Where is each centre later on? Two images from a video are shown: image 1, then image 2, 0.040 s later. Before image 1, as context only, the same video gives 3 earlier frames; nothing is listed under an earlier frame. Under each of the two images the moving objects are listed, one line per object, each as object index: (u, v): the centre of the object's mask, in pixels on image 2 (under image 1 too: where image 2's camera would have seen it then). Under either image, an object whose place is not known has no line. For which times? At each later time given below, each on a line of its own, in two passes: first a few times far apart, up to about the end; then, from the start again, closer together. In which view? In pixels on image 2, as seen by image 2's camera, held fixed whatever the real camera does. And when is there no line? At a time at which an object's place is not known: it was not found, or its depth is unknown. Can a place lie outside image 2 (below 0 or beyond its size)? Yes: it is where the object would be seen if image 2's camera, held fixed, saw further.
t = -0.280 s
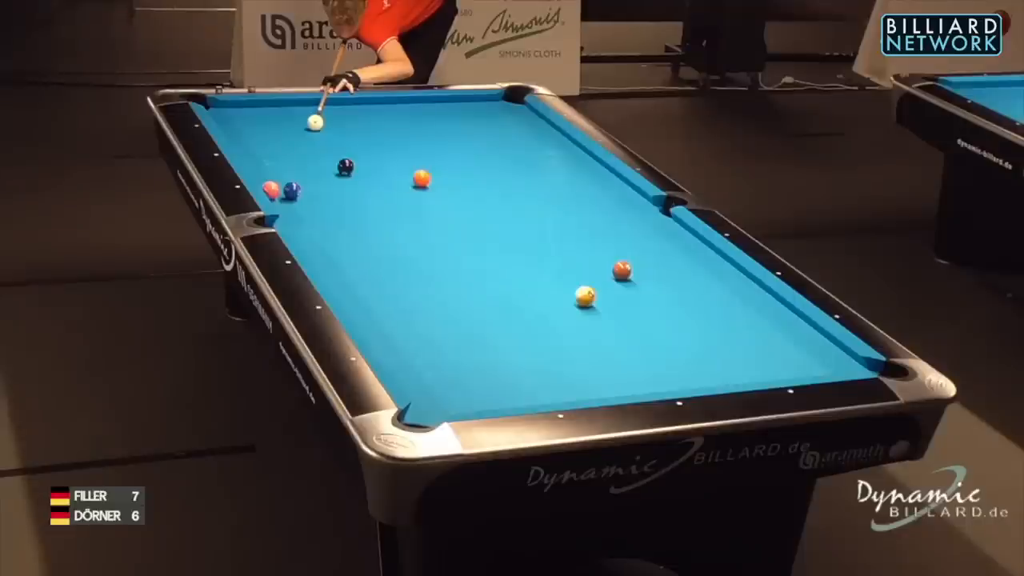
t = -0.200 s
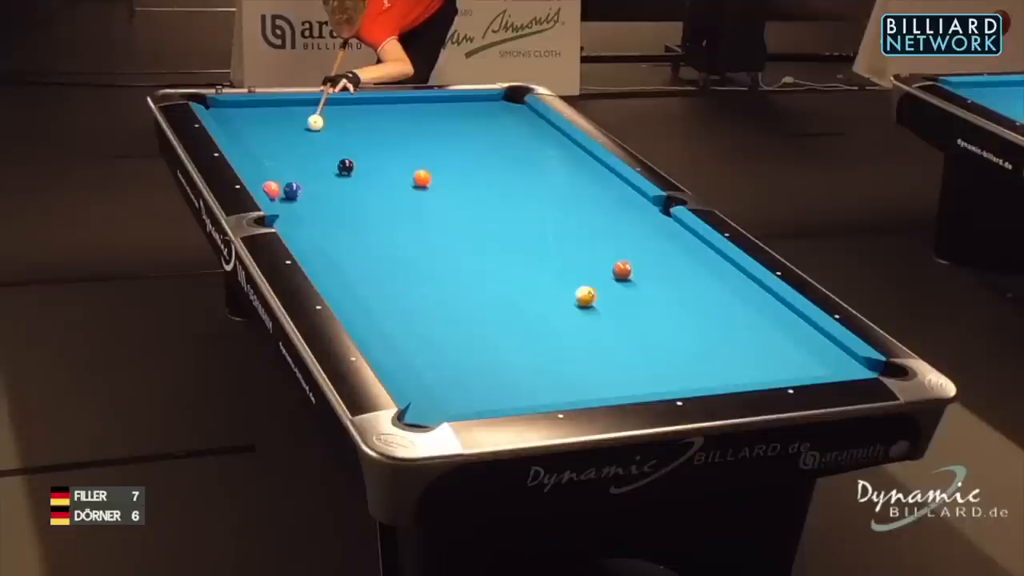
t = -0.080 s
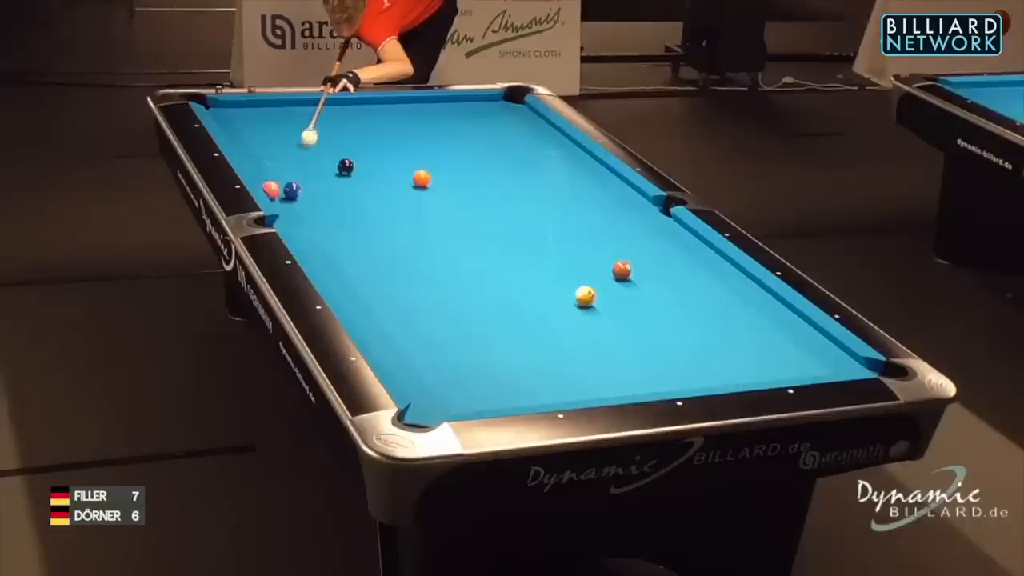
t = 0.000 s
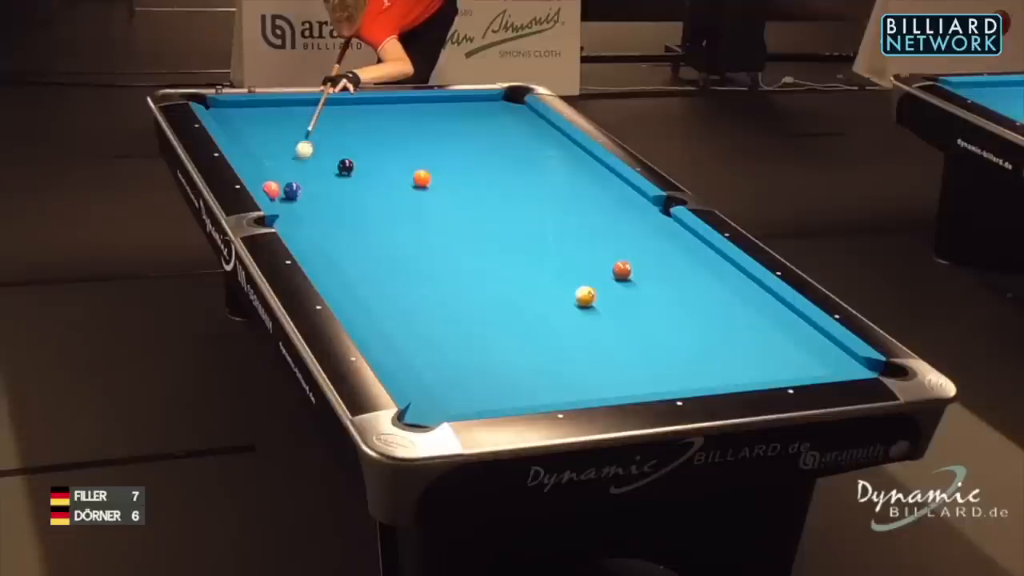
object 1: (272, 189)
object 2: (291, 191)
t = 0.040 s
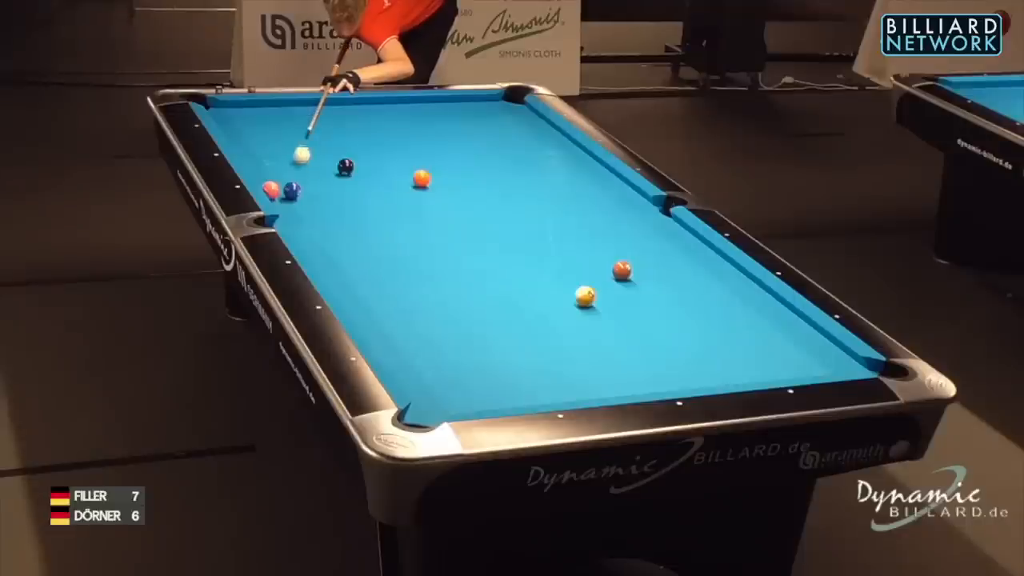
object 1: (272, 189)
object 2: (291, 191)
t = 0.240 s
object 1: (272, 189)
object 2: (291, 192)
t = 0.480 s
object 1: (278, 192)
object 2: (308, 221)
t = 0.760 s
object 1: (291, 195)
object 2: (326, 253)
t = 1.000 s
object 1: (300, 196)
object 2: (342, 281)
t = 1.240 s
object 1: (309, 198)
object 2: (359, 310)
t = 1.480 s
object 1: (316, 200)
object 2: (379, 340)
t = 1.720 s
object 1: (322, 201)
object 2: (405, 373)
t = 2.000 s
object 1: (328, 202)
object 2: (436, 410)
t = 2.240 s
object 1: (330, 203)
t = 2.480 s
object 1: (332, 204)
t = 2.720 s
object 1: (332, 204)
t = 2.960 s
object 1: (333, 204)
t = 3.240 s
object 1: (333, 204)
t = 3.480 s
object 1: (333, 204)
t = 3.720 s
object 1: (333, 204)
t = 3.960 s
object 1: (333, 204)
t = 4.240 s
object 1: (333, 204)
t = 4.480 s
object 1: (333, 204)
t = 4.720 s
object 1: (333, 204)
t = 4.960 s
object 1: (333, 204)
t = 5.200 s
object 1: (333, 204)
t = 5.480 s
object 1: (333, 204)
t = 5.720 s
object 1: (333, 204)
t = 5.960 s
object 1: (333, 204)
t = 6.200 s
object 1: (333, 204)
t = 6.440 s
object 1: (333, 204)
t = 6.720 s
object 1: (333, 204)
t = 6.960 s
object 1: (332, 204)
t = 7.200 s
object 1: (332, 204)
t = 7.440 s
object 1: (332, 204)
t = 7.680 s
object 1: (332, 204)
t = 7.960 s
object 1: (332, 204)
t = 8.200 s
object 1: (332, 204)
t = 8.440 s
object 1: (332, 204)
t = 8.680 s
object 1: (332, 204)
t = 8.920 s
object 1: (332, 204)
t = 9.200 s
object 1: (332, 204)
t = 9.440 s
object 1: (332, 204)
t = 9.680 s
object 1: (332, 204)
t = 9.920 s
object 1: (332, 204)
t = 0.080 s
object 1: (272, 189)
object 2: (291, 191)
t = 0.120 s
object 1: (272, 189)
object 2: (291, 191)
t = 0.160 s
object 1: (272, 189)
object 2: (291, 191)
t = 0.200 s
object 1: (272, 189)
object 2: (291, 191)
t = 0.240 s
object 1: (272, 189)
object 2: (291, 192)
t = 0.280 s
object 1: (271, 189)
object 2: (295, 197)
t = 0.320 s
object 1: (271, 190)
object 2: (298, 202)
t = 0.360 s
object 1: (272, 191)
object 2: (301, 208)
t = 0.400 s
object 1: (274, 191)
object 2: (303, 212)
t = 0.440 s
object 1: (276, 191)
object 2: (305, 217)
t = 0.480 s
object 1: (278, 192)
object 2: (308, 221)
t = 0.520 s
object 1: (279, 192)
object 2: (310, 226)
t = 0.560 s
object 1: (282, 193)
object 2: (313, 230)
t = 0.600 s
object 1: (284, 193)
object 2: (315, 234)
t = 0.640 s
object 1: (286, 194)
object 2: (318, 239)
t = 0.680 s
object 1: (287, 194)
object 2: (320, 243)
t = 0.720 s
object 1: (289, 194)
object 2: (323, 247)
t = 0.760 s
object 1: (291, 195)
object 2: (326, 253)
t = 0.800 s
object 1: (293, 195)
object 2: (328, 257)
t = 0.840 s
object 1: (294, 195)
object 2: (331, 261)
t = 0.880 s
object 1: (296, 196)
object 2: (333, 266)
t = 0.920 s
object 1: (297, 196)
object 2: (336, 271)
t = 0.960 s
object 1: (299, 196)
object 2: (339, 275)
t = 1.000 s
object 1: (300, 196)
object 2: (342, 281)
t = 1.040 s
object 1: (302, 197)
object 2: (345, 285)
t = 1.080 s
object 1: (303, 197)
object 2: (348, 290)
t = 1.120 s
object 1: (305, 198)
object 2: (350, 296)
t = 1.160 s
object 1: (306, 198)
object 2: (353, 300)
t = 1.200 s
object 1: (308, 198)
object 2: (356, 305)
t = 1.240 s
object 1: (309, 198)
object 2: (359, 310)
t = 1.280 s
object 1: (311, 199)
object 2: (362, 315)
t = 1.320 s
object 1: (312, 199)
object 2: (365, 320)
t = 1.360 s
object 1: (313, 199)
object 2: (369, 325)
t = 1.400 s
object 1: (314, 199)
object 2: (372, 330)
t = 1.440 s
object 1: (315, 200)
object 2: (376, 336)
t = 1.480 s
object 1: (316, 200)
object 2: (379, 340)
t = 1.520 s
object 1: (318, 200)
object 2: (384, 345)
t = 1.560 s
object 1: (318, 201)
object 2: (388, 351)
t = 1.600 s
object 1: (319, 201)
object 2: (392, 356)
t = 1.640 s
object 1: (320, 201)
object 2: (396, 362)
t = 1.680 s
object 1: (321, 201)
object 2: (401, 368)
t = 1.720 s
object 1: (322, 201)
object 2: (405, 373)
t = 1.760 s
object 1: (323, 202)
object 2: (409, 378)
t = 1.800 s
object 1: (324, 202)
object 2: (413, 384)
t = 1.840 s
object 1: (325, 202)
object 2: (418, 390)
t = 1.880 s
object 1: (326, 202)
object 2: (422, 395)
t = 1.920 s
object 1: (326, 202)
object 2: (427, 401)
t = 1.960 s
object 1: (327, 202)
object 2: (431, 406)
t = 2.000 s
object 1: (328, 202)
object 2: (436, 410)
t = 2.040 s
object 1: (328, 203)
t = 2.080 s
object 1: (329, 203)
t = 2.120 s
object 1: (329, 203)
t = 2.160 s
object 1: (330, 203)
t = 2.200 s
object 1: (330, 203)
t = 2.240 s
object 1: (330, 203)
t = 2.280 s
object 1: (331, 203)
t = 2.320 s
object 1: (331, 203)
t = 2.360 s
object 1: (331, 203)
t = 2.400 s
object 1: (331, 204)
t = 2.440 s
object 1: (332, 204)
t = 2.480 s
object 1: (332, 204)
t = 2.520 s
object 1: (332, 204)
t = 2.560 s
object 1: (332, 204)
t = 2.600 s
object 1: (332, 204)
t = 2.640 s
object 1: (332, 204)
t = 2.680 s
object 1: (332, 204)
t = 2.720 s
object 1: (332, 204)
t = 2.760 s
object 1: (332, 204)
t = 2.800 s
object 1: (332, 204)
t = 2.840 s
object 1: (332, 204)
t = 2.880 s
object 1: (333, 204)
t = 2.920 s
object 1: (333, 204)
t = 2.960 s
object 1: (333, 204)
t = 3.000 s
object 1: (333, 204)
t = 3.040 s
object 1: (333, 204)
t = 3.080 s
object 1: (333, 204)
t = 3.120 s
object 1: (333, 204)
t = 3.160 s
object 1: (333, 204)
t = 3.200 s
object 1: (333, 204)
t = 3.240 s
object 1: (333, 204)
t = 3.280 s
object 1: (333, 204)
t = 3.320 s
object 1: (333, 204)
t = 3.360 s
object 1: (333, 204)
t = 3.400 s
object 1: (333, 204)
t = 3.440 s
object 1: (333, 204)
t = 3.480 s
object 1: (333, 204)
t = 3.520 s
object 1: (333, 204)
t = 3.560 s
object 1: (333, 204)
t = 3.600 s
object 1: (333, 204)
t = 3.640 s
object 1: (333, 204)
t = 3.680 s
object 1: (333, 204)
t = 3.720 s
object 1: (333, 204)
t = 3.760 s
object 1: (333, 204)
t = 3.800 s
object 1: (333, 204)
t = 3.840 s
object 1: (333, 204)
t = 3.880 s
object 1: (333, 204)
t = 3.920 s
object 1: (333, 204)
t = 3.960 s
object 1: (333, 204)
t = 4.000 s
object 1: (333, 204)
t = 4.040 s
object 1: (333, 204)
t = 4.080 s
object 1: (333, 204)
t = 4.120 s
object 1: (333, 204)
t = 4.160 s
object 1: (333, 204)
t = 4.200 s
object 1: (333, 204)
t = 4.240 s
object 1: (333, 204)
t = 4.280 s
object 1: (333, 204)
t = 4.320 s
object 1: (333, 204)
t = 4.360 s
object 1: (333, 204)
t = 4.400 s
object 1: (333, 204)
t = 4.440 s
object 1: (333, 204)
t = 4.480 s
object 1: (333, 204)
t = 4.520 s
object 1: (333, 204)
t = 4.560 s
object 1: (333, 204)
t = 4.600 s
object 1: (333, 204)
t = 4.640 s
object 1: (333, 204)
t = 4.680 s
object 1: (333, 204)
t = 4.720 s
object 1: (333, 204)
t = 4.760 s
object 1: (333, 204)
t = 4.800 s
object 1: (333, 204)
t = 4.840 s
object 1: (333, 204)
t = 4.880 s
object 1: (333, 204)
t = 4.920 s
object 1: (333, 204)
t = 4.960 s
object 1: (333, 204)
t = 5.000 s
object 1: (333, 204)
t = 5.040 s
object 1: (333, 204)
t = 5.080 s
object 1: (333, 204)
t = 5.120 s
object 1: (333, 204)
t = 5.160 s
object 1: (333, 204)
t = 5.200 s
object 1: (333, 204)
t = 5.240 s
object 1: (333, 204)
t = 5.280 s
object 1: (333, 204)
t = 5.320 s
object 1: (333, 204)
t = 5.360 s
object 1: (333, 204)
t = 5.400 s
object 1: (333, 204)
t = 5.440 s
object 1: (333, 204)
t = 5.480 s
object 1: (333, 204)
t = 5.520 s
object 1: (333, 204)
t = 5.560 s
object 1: (333, 204)
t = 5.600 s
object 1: (333, 204)
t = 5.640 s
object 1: (333, 204)
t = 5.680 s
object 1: (333, 204)
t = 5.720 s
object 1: (333, 204)
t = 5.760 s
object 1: (333, 204)
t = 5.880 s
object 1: (333, 204)
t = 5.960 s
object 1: (333, 204)
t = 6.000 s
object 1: (333, 204)
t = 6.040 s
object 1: (333, 204)
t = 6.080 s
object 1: (333, 204)
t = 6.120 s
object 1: (333, 204)
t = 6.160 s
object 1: (333, 204)
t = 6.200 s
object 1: (333, 204)
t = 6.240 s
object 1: (333, 204)
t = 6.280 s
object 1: (333, 204)
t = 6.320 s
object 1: (333, 204)
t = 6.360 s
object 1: (333, 204)
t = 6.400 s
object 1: (333, 204)
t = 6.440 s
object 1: (333, 204)
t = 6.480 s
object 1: (333, 204)
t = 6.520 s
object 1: (333, 204)
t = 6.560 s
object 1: (333, 204)
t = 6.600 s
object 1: (333, 204)
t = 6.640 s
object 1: (333, 204)
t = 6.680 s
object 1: (333, 204)
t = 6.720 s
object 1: (333, 204)
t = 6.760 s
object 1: (333, 204)
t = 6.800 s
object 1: (333, 204)
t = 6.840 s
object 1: (333, 204)
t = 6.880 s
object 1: (333, 204)
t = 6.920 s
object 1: (332, 204)
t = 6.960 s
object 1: (332, 204)
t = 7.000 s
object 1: (332, 204)
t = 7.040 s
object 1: (332, 204)
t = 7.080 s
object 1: (332, 204)
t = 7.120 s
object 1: (332, 204)
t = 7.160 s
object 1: (332, 204)
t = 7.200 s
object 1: (332, 204)
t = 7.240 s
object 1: (332, 204)
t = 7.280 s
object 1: (332, 204)
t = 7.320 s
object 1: (332, 204)
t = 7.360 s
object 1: (332, 204)
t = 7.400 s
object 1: (332, 204)
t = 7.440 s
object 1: (332, 204)
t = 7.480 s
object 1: (332, 204)
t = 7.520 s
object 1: (332, 204)
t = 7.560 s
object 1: (332, 204)
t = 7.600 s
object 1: (332, 204)
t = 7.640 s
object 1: (332, 204)
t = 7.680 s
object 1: (332, 204)
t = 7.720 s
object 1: (332, 204)
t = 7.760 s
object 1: (332, 204)
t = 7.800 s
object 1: (332, 204)
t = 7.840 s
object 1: (332, 204)
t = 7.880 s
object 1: (332, 204)
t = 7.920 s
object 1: (332, 204)
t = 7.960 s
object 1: (332, 204)
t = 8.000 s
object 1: (332, 204)
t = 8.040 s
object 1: (332, 204)
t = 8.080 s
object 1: (332, 204)
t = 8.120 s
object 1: (332, 204)
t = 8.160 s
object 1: (332, 204)
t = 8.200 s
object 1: (332, 204)
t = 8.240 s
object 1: (332, 204)
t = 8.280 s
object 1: (332, 204)
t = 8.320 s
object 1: (332, 204)
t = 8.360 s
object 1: (332, 204)
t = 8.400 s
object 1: (332, 204)
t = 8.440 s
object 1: (332, 204)
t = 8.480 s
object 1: (332, 204)
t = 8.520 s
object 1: (332, 204)
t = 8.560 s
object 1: (332, 204)
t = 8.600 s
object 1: (332, 204)
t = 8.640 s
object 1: (332, 204)
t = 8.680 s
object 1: (332, 204)
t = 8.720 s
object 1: (332, 204)
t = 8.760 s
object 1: (332, 204)
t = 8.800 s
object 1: (332, 204)
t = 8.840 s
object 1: (332, 204)
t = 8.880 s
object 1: (332, 204)
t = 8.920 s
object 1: (332, 204)
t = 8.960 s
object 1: (332, 204)
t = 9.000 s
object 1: (332, 204)
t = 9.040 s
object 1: (332, 204)
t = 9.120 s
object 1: (332, 204)
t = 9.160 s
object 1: (332, 204)
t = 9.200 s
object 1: (332, 204)
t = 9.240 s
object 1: (332, 204)
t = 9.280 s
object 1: (332, 204)
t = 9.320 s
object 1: (332, 204)
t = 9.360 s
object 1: (332, 204)
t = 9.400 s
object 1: (332, 204)
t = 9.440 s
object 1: (332, 204)
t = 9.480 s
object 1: (332, 204)
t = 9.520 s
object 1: (332, 204)
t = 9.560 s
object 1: (332, 204)
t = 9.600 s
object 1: (332, 204)
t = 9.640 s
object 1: (332, 204)
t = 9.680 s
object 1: (332, 204)
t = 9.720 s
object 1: (332, 204)
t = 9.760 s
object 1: (332, 204)
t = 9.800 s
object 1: (332, 204)
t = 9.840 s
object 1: (332, 204)
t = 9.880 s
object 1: (332, 204)
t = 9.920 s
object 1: (332, 204)
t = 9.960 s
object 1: (332, 204)
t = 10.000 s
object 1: (332, 204)
